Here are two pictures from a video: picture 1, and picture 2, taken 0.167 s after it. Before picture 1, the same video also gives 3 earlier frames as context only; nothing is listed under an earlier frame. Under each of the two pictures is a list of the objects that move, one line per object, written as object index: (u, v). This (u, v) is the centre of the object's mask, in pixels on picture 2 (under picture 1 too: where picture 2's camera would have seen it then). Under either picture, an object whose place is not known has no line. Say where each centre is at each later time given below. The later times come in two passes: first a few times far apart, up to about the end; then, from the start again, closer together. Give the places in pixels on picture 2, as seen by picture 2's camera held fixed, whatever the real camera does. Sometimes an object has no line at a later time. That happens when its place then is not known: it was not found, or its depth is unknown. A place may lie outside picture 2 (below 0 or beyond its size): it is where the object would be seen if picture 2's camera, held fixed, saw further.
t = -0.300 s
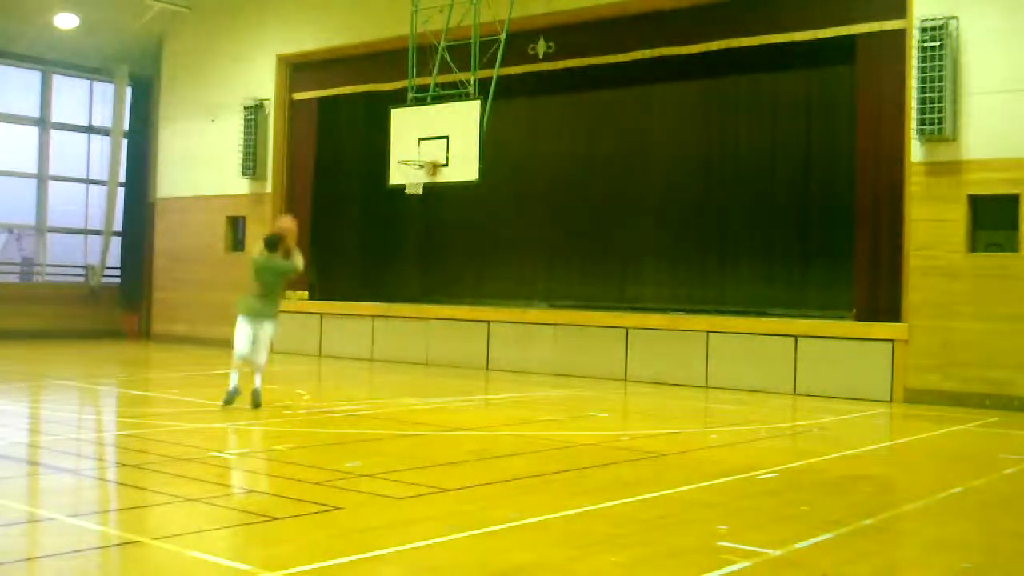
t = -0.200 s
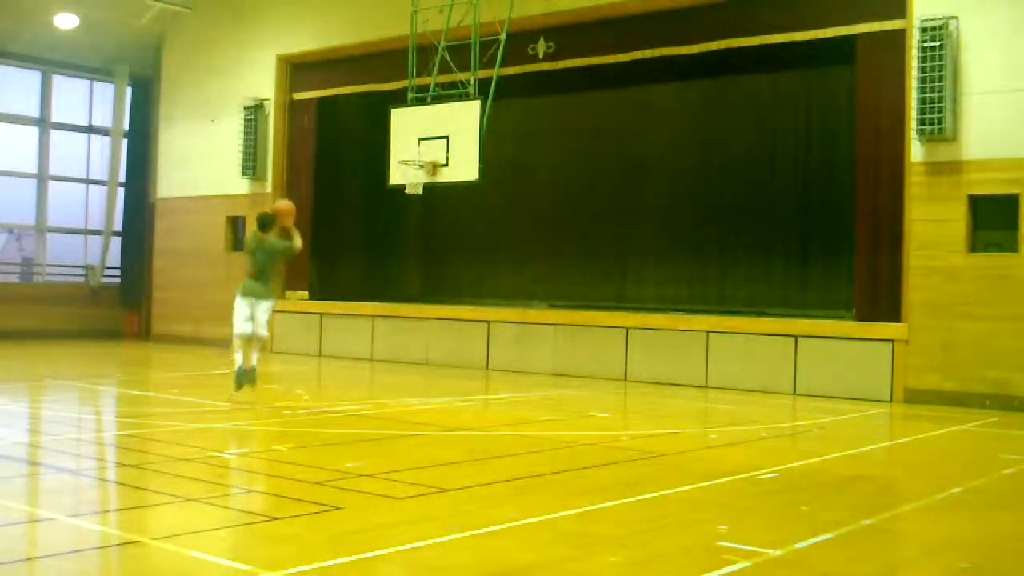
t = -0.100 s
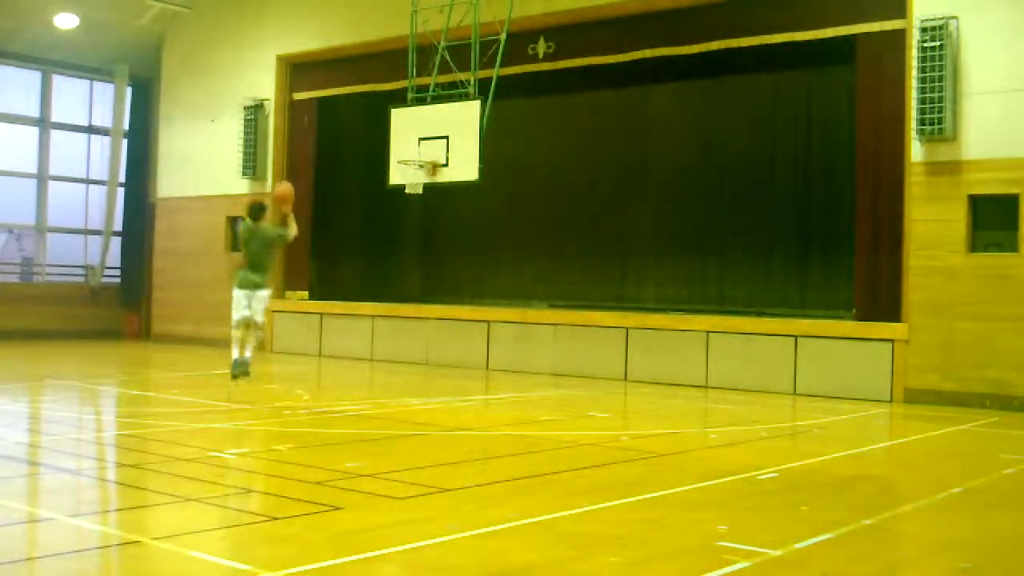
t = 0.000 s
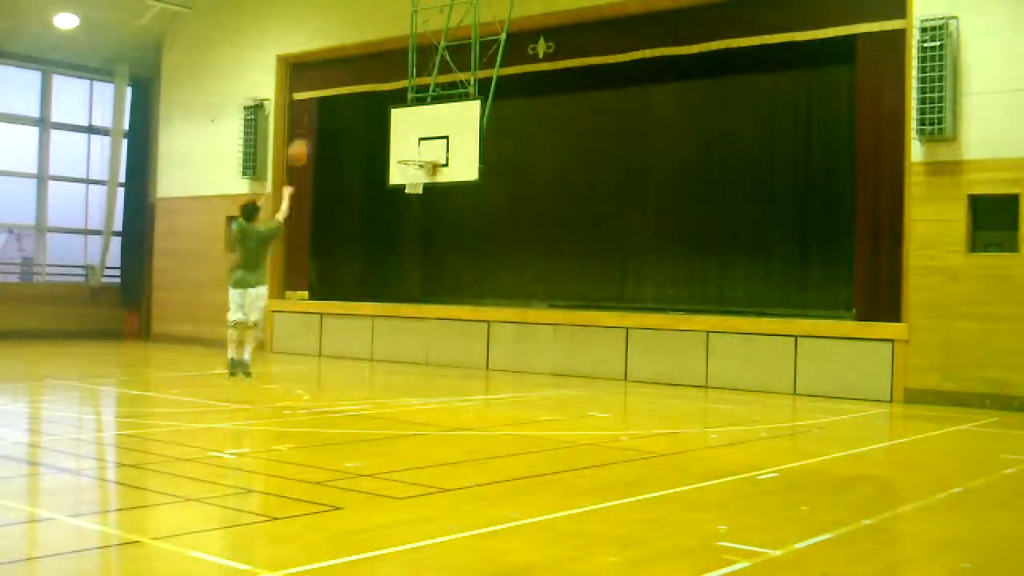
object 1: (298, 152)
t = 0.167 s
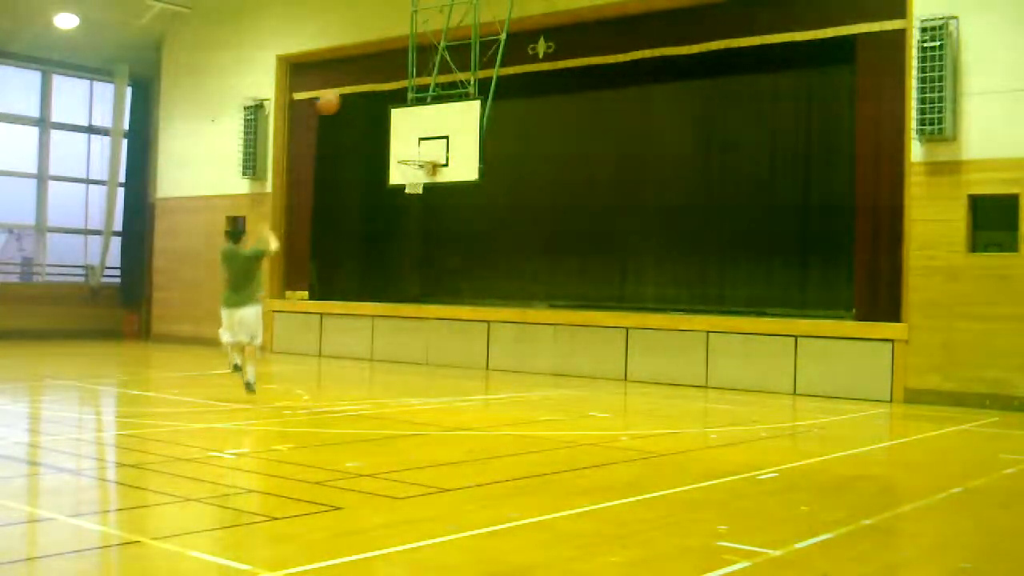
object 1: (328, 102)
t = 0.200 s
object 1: (335, 94)
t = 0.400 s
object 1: (366, 74)
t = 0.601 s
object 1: (392, 87)
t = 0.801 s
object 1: (415, 126)
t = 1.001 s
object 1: (434, 135)
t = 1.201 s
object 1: (443, 117)
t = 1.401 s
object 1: (436, 119)
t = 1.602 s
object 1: (429, 149)
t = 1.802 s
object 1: (419, 212)
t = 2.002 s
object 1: (410, 298)
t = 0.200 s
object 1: (335, 94)
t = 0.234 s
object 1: (340, 89)
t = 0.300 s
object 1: (351, 79)
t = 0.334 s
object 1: (356, 77)
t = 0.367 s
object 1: (361, 75)
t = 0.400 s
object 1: (366, 74)
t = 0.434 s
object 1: (370, 74)
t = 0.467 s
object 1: (374, 75)
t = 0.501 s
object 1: (380, 76)
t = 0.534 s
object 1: (384, 79)
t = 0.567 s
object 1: (387, 83)
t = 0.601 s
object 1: (392, 87)
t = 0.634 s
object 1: (396, 92)
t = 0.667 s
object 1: (399, 93)
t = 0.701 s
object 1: (403, 102)
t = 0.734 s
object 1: (407, 109)
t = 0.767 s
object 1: (411, 117)
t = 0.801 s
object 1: (415, 126)
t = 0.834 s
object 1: (418, 136)
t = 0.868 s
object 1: (421, 145)
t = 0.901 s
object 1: (424, 152)
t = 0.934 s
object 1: (427, 147)
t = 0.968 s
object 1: (429, 141)
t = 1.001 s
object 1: (434, 135)
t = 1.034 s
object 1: (437, 131)
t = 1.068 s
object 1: (439, 127)
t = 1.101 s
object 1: (443, 124)
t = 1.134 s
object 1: (445, 122)
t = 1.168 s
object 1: (444, 119)
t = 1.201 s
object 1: (443, 117)
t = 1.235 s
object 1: (442, 116)
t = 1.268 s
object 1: (440, 115)
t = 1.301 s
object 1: (440, 115)
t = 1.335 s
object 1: (439, 115)
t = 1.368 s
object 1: (437, 117)
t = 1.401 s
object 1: (436, 119)
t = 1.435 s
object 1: (435, 122)
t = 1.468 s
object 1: (434, 126)
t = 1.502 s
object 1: (433, 131)
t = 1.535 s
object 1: (431, 137)
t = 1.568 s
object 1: (430, 143)
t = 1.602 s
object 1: (429, 149)
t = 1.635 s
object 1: (429, 161)
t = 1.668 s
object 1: (429, 167)
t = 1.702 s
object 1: (426, 176)
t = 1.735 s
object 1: (423, 191)
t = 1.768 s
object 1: (421, 202)
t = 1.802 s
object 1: (419, 212)
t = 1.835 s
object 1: (418, 226)
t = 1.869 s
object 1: (416, 240)
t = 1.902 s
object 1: (414, 255)
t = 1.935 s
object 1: (413, 269)
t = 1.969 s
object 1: (411, 286)
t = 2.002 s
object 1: (410, 298)
